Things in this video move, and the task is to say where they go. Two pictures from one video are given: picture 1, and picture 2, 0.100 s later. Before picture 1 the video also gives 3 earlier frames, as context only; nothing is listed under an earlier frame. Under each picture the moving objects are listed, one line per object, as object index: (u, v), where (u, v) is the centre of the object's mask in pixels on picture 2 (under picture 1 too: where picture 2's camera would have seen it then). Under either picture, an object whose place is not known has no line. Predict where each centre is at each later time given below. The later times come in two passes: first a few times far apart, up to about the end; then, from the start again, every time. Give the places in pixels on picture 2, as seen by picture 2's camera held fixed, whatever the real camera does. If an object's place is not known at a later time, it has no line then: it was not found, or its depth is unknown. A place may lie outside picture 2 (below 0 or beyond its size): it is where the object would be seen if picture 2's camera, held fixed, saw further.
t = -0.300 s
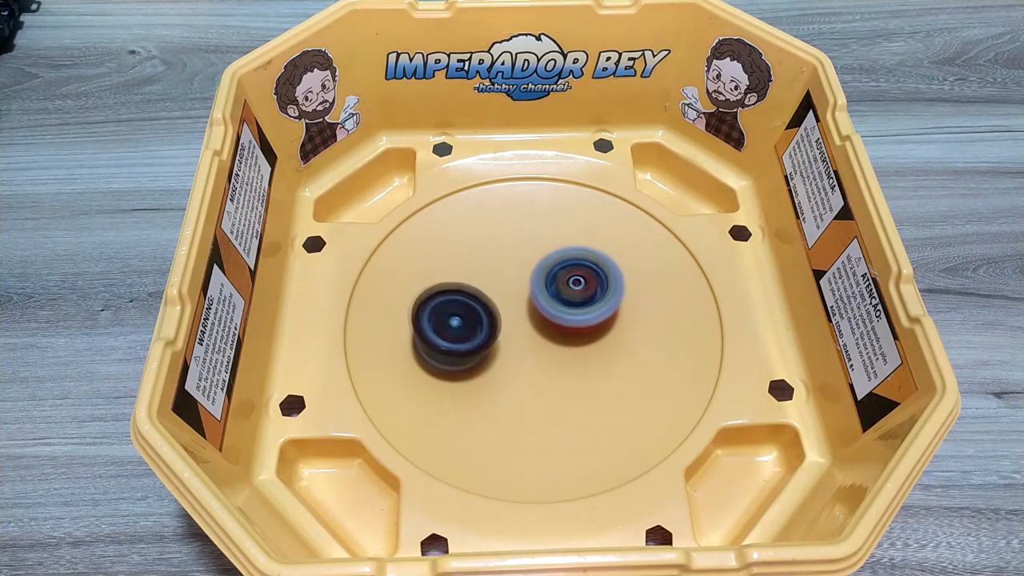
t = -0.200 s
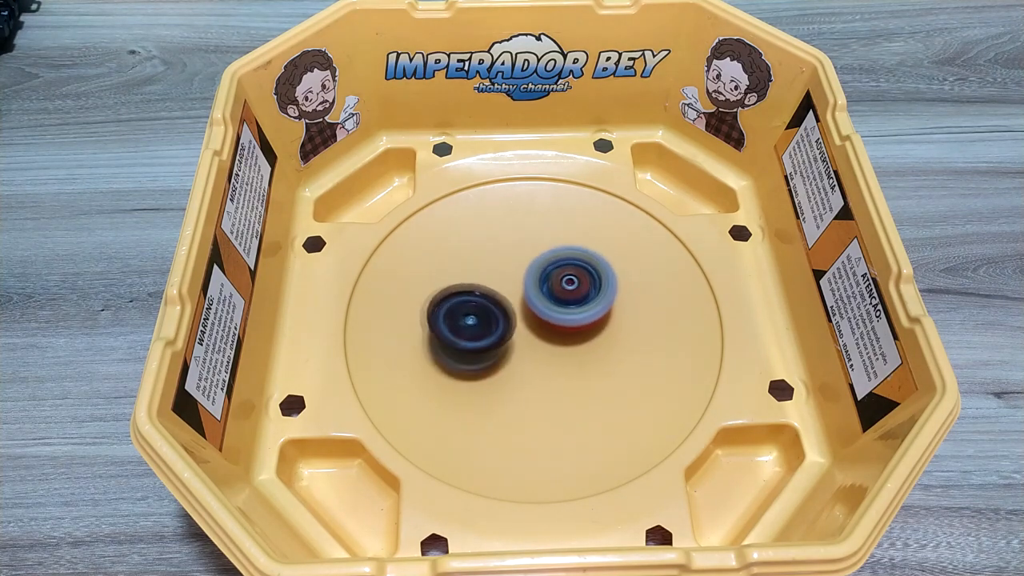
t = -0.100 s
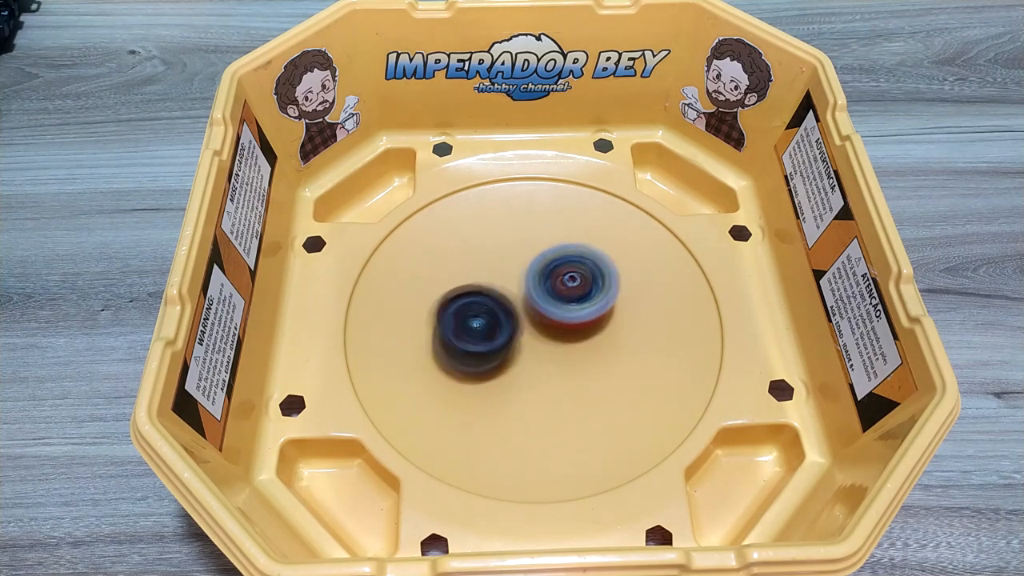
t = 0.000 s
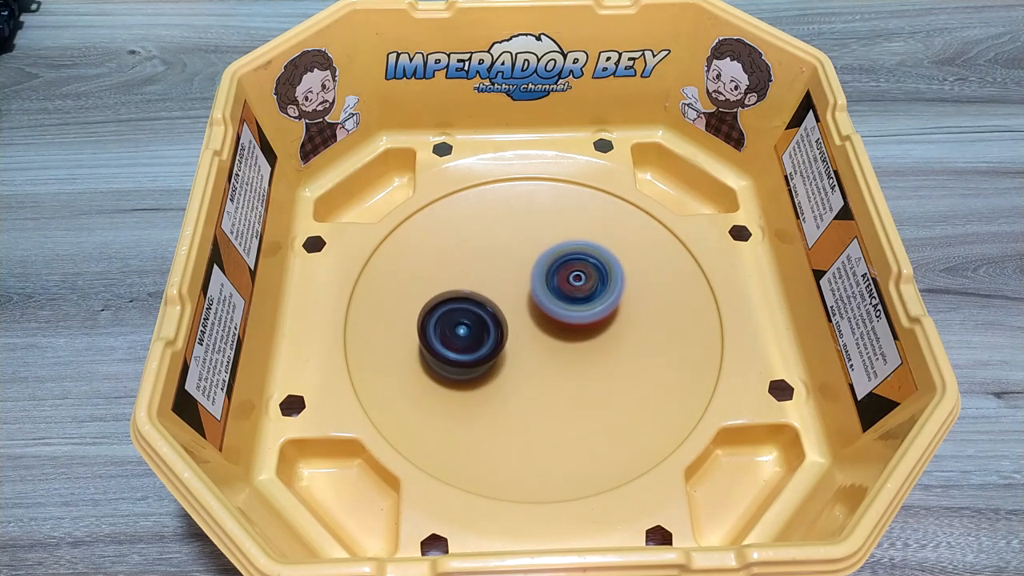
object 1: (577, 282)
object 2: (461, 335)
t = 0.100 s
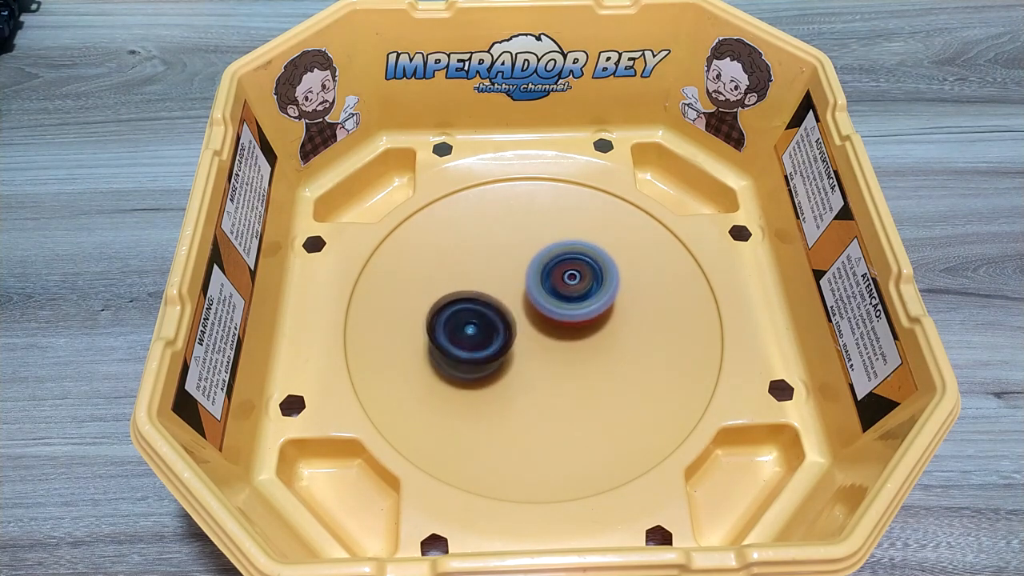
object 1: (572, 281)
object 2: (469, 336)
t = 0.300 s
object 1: (575, 278)
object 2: (473, 339)
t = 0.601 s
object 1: (571, 277)
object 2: (479, 346)
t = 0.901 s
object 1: (566, 279)
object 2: (481, 338)
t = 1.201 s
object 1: (557, 279)
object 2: (476, 337)
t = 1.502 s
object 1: (548, 282)
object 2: (483, 349)
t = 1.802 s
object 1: (546, 283)
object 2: (501, 363)
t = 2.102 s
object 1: (554, 282)
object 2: (536, 372)
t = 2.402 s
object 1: (557, 277)
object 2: (553, 367)
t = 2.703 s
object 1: (551, 281)
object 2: (536, 364)
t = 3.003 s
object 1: (542, 275)
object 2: (525, 369)
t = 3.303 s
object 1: (533, 277)
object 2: (526, 360)
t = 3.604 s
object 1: (528, 276)
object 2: (531, 364)
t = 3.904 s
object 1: (531, 272)
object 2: (533, 358)
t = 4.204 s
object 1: (532, 277)
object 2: (538, 360)
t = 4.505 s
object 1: (523, 280)
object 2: (544, 369)
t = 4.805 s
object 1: (521, 279)
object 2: (543, 363)
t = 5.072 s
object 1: (519, 279)
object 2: (538, 358)
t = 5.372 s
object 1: (517, 282)
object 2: (537, 371)
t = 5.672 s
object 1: (517, 279)
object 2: (533, 378)
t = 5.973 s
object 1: (519, 281)
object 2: (521, 365)
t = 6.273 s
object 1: (515, 284)
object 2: (507, 373)
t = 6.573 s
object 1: (523, 284)
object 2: (508, 368)
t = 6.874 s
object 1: (529, 285)
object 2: (517, 375)
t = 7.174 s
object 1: (525, 287)
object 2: (526, 375)
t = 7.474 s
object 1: (539, 274)
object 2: (533, 359)
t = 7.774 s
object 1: (544, 274)
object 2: (546, 376)
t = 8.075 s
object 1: (528, 278)
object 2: (549, 361)
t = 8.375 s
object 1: (531, 276)
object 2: (567, 369)
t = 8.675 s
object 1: (511, 284)
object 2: (576, 353)
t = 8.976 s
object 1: (509, 295)
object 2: (581, 354)
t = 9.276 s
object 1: (507, 293)
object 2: (579, 352)
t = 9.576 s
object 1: (503, 277)
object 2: (564, 354)
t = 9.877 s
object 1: (502, 279)
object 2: (560, 350)
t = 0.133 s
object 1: (570, 281)
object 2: (473, 335)
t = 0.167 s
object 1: (568, 282)
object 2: (478, 334)
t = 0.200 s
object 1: (566, 282)
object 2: (483, 332)
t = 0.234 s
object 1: (564, 282)
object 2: (485, 331)
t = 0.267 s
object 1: (568, 281)
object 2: (483, 333)
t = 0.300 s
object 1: (575, 278)
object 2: (473, 339)
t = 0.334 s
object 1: (577, 278)
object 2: (467, 344)
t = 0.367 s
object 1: (577, 278)
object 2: (465, 347)
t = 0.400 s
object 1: (576, 277)
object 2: (465, 349)
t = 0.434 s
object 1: (576, 276)
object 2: (467, 349)
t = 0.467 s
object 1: (575, 277)
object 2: (468, 349)
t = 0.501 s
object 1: (574, 276)
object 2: (470, 349)
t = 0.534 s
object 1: (573, 276)
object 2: (473, 348)
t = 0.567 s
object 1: (572, 277)
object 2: (476, 347)
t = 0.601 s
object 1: (571, 277)
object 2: (479, 346)
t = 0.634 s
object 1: (568, 278)
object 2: (482, 344)
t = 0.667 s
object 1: (567, 278)
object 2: (485, 342)
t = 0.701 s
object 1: (566, 279)
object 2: (488, 341)
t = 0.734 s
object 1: (563, 280)
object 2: (491, 338)
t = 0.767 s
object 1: (568, 278)
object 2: (487, 339)
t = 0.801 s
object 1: (571, 277)
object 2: (481, 340)
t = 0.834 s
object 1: (569, 278)
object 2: (479, 340)
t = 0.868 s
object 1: (567, 279)
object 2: (480, 338)
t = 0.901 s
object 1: (566, 279)
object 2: (481, 338)
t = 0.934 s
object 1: (563, 279)
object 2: (483, 336)
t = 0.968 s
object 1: (562, 280)
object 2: (484, 334)
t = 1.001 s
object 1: (560, 280)
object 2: (485, 333)
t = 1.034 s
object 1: (561, 279)
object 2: (482, 333)
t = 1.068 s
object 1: (564, 279)
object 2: (476, 334)
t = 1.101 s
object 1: (562, 279)
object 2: (474, 336)
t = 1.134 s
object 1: (561, 279)
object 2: (473, 337)
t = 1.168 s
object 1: (559, 279)
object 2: (474, 336)
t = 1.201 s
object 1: (557, 279)
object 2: (476, 337)
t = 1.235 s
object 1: (556, 279)
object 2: (477, 337)
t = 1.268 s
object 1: (554, 279)
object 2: (479, 335)
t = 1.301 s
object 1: (553, 280)
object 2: (482, 334)
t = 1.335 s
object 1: (552, 280)
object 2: (483, 336)
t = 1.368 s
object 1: (551, 279)
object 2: (483, 338)
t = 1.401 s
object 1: (551, 280)
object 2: (483, 341)
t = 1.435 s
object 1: (551, 280)
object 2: (483, 344)
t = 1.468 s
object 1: (549, 282)
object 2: (483, 347)
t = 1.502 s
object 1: (548, 282)
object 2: (483, 349)
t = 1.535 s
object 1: (547, 282)
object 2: (484, 349)
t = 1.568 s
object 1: (546, 283)
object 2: (485, 351)
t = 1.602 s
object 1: (546, 283)
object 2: (486, 353)
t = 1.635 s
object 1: (547, 283)
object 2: (487, 356)
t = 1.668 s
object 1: (546, 284)
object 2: (490, 357)
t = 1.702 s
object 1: (546, 283)
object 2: (492, 359)
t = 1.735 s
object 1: (547, 283)
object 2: (495, 361)
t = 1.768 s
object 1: (547, 284)
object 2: (498, 362)
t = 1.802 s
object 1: (546, 283)
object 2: (501, 363)
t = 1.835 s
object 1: (547, 283)
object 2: (505, 364)
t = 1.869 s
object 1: (550, 282)
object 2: (507, 367)
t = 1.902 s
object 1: (551, 282)
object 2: (510, 371)
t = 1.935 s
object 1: (551, 283)
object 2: (514, 372)
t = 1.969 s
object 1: (550, 283)
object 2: (518, 371)
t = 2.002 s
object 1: (550, 283)
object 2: (523, 371)
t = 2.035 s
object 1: (551, 282)
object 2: (528, 370)
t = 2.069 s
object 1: (553, 282)
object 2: (533, 370)
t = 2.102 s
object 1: (554, 282)
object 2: (536, 372)
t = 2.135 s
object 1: (557, 279)
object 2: (539, 377)
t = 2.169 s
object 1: (557, 279)
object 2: (542, 379)
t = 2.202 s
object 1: (557, 278)
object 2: (544, 379)
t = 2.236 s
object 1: (556, 278)
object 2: (546, 376)
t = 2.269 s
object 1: (557, 278)
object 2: (548, 374)
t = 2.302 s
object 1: (557, 278)
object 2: (551, 371)
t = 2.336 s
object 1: (556, 279)
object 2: (553, 367)
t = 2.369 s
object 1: (556, 277)
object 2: (554, 366)
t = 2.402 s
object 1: (557, 277)
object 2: (553, 367)
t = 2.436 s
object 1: (557, 278)
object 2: (552, 366)
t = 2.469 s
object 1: (556, 278)
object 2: (550, 367)
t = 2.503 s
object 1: (557, 279)
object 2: (548, 368)
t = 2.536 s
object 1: (557, 280)
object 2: (548, 368)
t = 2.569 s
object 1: (554, 281)
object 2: (547, 364)
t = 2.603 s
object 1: (553, 281)
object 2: (545, 363)
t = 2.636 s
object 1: (552, 280)
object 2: (543, 362)
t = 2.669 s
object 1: (552, 281)
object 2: (539, 361)
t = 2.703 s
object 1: (551, 281)
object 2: (536, 364)
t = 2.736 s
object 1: (551, 276)
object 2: (533, 372)
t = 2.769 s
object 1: (552, 274)
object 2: (531, 374)
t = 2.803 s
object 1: (551, 276)
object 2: (531, 378)
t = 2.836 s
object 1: (550, 276)
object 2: (530, 375)
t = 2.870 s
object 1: (547, 276)
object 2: (529, 376)
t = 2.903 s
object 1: (547, 276)
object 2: (528, 375)
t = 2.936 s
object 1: (545, 276)
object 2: (527, 373)
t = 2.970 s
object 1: (544, 275)
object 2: (526, 371)
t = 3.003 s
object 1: (542, 275)
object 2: (525, 369)
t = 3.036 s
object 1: (542, 275)
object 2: (524, 367)
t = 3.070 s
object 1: (540, 275)
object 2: (523, 364)
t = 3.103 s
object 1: (539, 276)
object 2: (522, 362)
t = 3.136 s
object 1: (539, 275)
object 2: (522, 359)
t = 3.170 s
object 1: (539, 276)
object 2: (522, 359)
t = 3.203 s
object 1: (538, 275)
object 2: (522, 364)
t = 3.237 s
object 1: (536, 276)
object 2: (523, 362)
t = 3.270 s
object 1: (535, 276)
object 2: (525, 363)
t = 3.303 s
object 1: (533, 277)
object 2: (526, 360)
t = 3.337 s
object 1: (532, 277)
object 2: (526, 359)
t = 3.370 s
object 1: (531, 277)
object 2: (527, 362)
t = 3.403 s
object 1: (531, 277)
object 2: (527, 363)
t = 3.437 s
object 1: (530, 277)
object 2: (529, 368)
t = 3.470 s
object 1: (531, 277)
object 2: (530, 369)
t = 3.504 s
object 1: (529, 278)
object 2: (531, 370)
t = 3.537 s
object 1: (527, 278)
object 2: (531, 368)
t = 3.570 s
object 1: (526, 276)
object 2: (531, 366)
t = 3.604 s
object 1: (528, 276)
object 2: (531, 364)
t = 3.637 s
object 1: (530, 275)
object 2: (533, 366)
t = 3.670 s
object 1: (532, 273)
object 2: (535, 371)
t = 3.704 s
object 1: (532, 272)
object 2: (537, 372)
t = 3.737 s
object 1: (532, 273)
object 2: (538, 371)
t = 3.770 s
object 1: (531, 273)
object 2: (537, 369)
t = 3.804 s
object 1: (531, 274)
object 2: (536, 367)
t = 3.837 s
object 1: (531, 273)
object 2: (535, 365)
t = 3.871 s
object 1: (531, 273)
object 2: (535, 358)
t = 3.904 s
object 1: (531, 272)
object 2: (533, 358)
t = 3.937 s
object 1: (533, 271)
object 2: (535, 356)
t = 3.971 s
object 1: (533, 272)
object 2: (534, 355)
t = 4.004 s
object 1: (532, 273)
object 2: (534, 355)
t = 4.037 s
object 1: (532, 273)
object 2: (533, 356)
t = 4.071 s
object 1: (533, 274)
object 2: (533, 356)
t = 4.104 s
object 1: (533, 275)
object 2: (534, 357)
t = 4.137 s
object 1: (532, 275)
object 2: (536, 360)
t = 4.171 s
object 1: (532, 275)
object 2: (538, 359)
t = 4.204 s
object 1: (532, 277)
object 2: (538, 360)
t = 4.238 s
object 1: (531, 276)
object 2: (538, 364)
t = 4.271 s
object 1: (532, 277)
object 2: (539, 365)
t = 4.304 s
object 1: (530, 278)
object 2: (539, 367)
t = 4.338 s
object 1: (529, 277)
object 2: (541, 369)
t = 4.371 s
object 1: (529, 277)
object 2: (542, 371)
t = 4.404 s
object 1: (530, 279)
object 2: (544, 371)
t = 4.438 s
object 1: (526, 280)
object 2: (544, 371)
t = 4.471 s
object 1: (525, 281)
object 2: (545, 370)
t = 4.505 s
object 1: (523, 280)
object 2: (544, 369)
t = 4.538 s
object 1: (523, 281)
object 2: (544, 367)
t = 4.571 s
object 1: (522, 280)
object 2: (544, 367)
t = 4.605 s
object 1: (523, 280)
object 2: (546, 367)
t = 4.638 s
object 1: (522, 280)
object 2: (546, 367)
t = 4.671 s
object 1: (523, 278)
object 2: (548, 368)
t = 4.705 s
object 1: (523, 279)
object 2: (548, 367)
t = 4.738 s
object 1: (522, 280)
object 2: (547, 366)
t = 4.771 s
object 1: (520, 280)
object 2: (545, 364)
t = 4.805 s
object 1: (521, 279)
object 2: (543, 363)
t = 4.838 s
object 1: (520, 278)
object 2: (540, 360)
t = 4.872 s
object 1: (522, 276)
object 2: (540, 359)
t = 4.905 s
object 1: (523, 276)
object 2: (540, 360)
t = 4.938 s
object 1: (523, 276)
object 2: (541, 360)
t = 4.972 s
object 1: (521, 278)
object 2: (541, 359)
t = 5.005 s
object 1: (520, 278)
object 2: (540, 358)
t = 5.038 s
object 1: (520, 279)
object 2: (539, 358)
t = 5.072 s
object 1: (519, 279)
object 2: (538, 358)
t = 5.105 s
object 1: (520, 280)
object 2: (540, 360)
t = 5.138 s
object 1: (520, 281)
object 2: (541, 362)
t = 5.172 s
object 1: (521, 279)
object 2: (542, 368)
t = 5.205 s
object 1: (522, 280)
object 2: (542, 372)
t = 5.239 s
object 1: (522, 281)
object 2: (542, 373)
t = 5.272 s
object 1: (520, 282)
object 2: (542, 374)
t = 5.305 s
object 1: (519, 281)
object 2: (541, 373)
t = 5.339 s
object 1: (518, 282)
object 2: (540, 372)
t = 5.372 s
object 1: (517, 282)
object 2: (537, 371)
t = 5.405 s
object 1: (516, 282)
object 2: (536, 371)
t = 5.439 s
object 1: (516, 281)
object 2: (534, 370)
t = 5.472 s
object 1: (518, 282)
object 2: (533, 370)
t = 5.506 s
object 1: (519, 278)
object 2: (533, 376)
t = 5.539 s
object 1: (521, 276)
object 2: (533, 382)
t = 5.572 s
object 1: (522, 277)
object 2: (534, 383)
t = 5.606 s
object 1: (520, 278)
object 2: (535, 383)
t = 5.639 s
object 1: (519, 279)
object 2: (535, 380)
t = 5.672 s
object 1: (517, 279)
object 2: (533, 378)
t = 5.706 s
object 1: (518, 279)
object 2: (531, 374)
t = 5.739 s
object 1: (517, 281)
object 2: (529, 372)
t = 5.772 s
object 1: (517, 281)
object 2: (526, 368)
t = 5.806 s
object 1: (516, 280)
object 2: (524, 364)
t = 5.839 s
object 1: (516, 279)
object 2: (521, 361)
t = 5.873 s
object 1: (517, 278)
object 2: (521, 360)
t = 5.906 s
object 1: (518, 279)
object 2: (520, 361)
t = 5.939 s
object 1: (519, 281)
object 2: (520, 361)
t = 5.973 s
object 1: (519, 281)
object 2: (521, 365)
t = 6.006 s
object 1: (520, 278)
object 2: (516, 372)
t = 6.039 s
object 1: (520, 280)
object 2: (514, 379)
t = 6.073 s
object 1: (519, 282)
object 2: (511, 381)
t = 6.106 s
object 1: (517, 284)
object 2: (511, 383)
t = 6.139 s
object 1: (515, 283)
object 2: (512, 382)
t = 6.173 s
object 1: (514, 281)
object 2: (511, 381)
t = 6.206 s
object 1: (514, 282)
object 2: (510, 378)
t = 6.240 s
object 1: (515, 283)
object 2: (509, 375)
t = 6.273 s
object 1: (515, 284)
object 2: (507, 373)
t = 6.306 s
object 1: (515, 282)
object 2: (506, 371)
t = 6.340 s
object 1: (517, 282)
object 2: (506, 370)
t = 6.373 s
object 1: (521, 282)
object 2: (507, 371)
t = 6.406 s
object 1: (524, 282)
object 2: (506, 375)
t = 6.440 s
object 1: (526, 284)
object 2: (506, 375)
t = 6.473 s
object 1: (524, 285)
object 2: (508, 374)
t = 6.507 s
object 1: (523, 285)
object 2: (509, 372)
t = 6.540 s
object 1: (524, 284)
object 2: (509, 369)
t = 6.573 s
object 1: (523, 284)
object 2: (508, 368)
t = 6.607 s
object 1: (523, 283)
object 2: (507, 369)
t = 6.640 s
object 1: (524, 283)
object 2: (508, 367)
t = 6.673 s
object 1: (524, 284)
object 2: (511, 365)
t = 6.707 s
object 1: (523, 284)
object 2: (512, 364)
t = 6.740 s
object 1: (523, 285)
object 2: (513, 364)
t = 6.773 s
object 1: (524, 285)
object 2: (514, 367)
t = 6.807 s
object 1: (526, 284)
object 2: (516, 370)
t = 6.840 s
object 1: (527, 285)
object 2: (516, 372)
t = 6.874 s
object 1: (529, 285)
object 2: (517, 375)
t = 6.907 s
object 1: (534, 284)
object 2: (517, 380)
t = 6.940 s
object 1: (536, 286)
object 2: (519, 384)
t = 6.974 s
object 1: (535, 291)
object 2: (521, 386)
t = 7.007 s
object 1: (533, 293)
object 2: (523, 386)
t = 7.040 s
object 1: (528, 294)
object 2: (523, 385)
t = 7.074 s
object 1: (524, 293)
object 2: (524, 383)
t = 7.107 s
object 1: (523, 290)
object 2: (524, 381)
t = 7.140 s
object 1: (523, 288)
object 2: (525, 378)
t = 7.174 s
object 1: (525, 287)
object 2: (526, 375)
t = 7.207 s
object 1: (529, 285)
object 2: (528, 373)
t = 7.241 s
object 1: (531, 284)
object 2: (531, 371)
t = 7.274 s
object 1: (537, 281)
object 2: (533, 374)
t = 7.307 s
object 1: (539, 278)
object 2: (534, 375)
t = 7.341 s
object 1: (540, 277)
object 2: (534, 373)
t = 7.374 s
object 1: (540, 277)
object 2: (534, 369)
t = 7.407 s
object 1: (540, 277)
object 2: (533, 365)
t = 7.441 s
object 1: (540, 277)
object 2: (533, 361)
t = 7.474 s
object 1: (539, 274)
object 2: (533, 359)
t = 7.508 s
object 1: (539, 272)
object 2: (536, 359)
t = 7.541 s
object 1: (539, 273)
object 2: (538, 358)
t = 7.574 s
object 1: (538, 273)
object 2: (541, 358)
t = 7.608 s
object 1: (536, 275)
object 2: (542, 359)
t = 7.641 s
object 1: (538, 271)
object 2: (544, 365)
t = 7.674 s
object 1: (539, 269)
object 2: (544, 370)
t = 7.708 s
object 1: (542, 269)
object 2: (544, 373)
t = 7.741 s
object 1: (545, 271)
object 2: (545, 375)
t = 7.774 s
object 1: (544, 274)
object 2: (546, 376)
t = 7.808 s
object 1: (542, 278)
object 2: (546, 374)
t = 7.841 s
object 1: (536, 279)
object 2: (545, 373)
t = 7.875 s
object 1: (532, 279)
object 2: (544, 370)
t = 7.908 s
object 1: (527, 277)
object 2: (542, 367)
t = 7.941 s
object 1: (528, 277)
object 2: (541, 365)
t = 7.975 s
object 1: (528, 277)
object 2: (542, 360)
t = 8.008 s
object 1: (528, 277)
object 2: (544, 359)
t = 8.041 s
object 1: (529, 278)
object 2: (546, 360)
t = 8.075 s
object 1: (528, 278)
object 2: (549, 361)
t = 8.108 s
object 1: (527, 279)
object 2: (550, 362)
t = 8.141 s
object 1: (527, 278)
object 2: (552, 365)
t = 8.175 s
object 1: (527, 278)
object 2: (553, 367)
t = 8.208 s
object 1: (529, 280)
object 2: (555, 369)
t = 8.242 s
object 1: (530, 282)
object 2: (556, 368)
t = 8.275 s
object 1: (530, 282)
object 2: (557, 367)
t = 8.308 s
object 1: (530, 280)
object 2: (560, 368)
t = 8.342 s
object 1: (530, 277)
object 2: (564, 370)
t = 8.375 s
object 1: (531, 276)
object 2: (567, 369)
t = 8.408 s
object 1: (531, 276)
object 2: (568, 368)
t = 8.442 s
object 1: (530, 277)
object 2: (569, 365)
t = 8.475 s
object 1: (525, 279)
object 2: (570, 363)
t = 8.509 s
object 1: (524, 281)
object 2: (571, 357)
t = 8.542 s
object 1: (522, 282)
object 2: (570, 353)
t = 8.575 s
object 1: (520, 283)
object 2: (571, 352)
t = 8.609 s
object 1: (517, 284)
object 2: (573, 353)
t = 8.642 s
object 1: (514, 283)
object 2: (575, 353)
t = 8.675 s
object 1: (511, 284)
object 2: (576, 353)
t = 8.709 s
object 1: (508, 284)
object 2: (578, 354)
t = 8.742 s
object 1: (506, 284)
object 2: (579, 354)
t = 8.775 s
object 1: (506, 283)
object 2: (580, 354)
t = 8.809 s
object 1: (509, 285)
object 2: (580, 354)
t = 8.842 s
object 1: (511, 287)
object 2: (580, 354)
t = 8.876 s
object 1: (512, 294)
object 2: (580, 353)
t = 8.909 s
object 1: (511, 295)
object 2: (579, 352)
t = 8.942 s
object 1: (510, 296)
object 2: (581, 353)
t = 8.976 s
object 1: (509, 295)
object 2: (581, 354)
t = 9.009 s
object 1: (509, 295)
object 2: (581, 354)
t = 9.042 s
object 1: (509, 295)
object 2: (580, 352)
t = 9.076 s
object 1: (510, 295)
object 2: (581, 352)
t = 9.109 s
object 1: (511, 297)
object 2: (583, 352)
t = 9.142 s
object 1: (511, 297)
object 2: (583, 352)
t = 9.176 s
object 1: (510, 297)
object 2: (583, 352)
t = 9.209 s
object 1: (508, 296)
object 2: (582, 351)
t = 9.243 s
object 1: (508, 295)
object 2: (581, 352)
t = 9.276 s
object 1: (507, 293)
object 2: (579, 352)
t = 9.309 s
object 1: (508, 293)
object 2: (576, 350)
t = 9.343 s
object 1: (508, 292)
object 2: (573, 347)
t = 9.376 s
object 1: (507, 292)
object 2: (569, 346)
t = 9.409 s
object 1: (506, 291)
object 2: (566, 346)
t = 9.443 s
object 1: (505, 287)
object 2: (566, 344)
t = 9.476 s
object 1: (506, 284)
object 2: (564, 346)
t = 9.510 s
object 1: (506, 281)
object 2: (563, 348)
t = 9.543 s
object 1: (505, 280)
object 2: (563, 352)
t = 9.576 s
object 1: (503, 277)
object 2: (564, 354)
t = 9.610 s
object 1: (502, 278)
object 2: (564, 355)
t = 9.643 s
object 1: (498, 276)
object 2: (564, 355)
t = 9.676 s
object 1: (497, 277)
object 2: (563, 355)
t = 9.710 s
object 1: (496, 279)
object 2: (561, 354)
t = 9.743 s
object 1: (497, 283)
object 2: (559, 353)
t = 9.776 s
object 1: (498, 283)
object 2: (558, 351)
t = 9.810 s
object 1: (498, 283)
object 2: (557, 352)
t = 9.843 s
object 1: (499, 281)
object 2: (559, 348)
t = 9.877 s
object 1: (502, 279)
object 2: (560, 350)
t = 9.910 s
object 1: (503, 280)
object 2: (560, 350)
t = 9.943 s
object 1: (504, 280)
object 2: (559, 350)
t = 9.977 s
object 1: (503, 280)
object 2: (557, 349)
